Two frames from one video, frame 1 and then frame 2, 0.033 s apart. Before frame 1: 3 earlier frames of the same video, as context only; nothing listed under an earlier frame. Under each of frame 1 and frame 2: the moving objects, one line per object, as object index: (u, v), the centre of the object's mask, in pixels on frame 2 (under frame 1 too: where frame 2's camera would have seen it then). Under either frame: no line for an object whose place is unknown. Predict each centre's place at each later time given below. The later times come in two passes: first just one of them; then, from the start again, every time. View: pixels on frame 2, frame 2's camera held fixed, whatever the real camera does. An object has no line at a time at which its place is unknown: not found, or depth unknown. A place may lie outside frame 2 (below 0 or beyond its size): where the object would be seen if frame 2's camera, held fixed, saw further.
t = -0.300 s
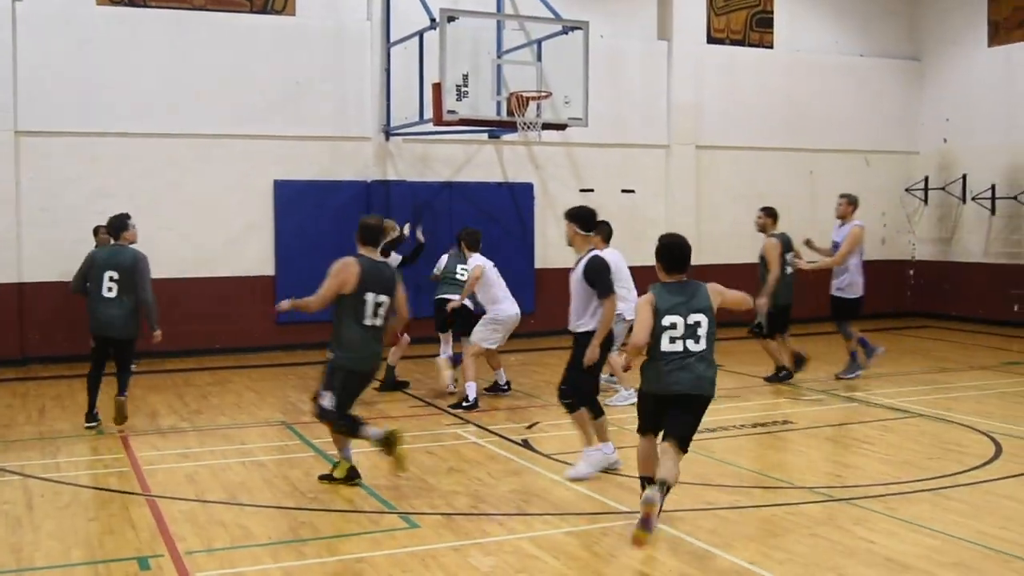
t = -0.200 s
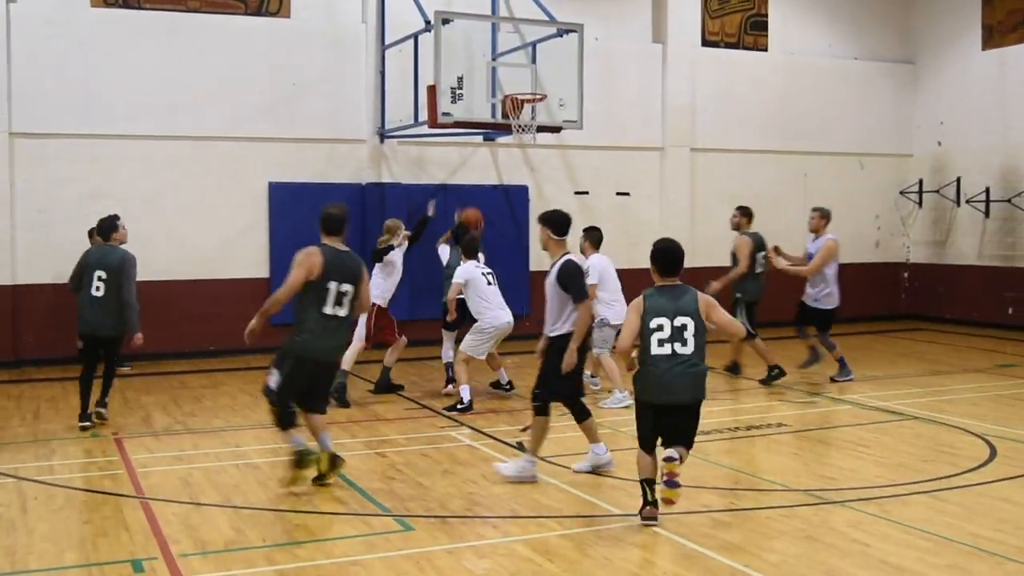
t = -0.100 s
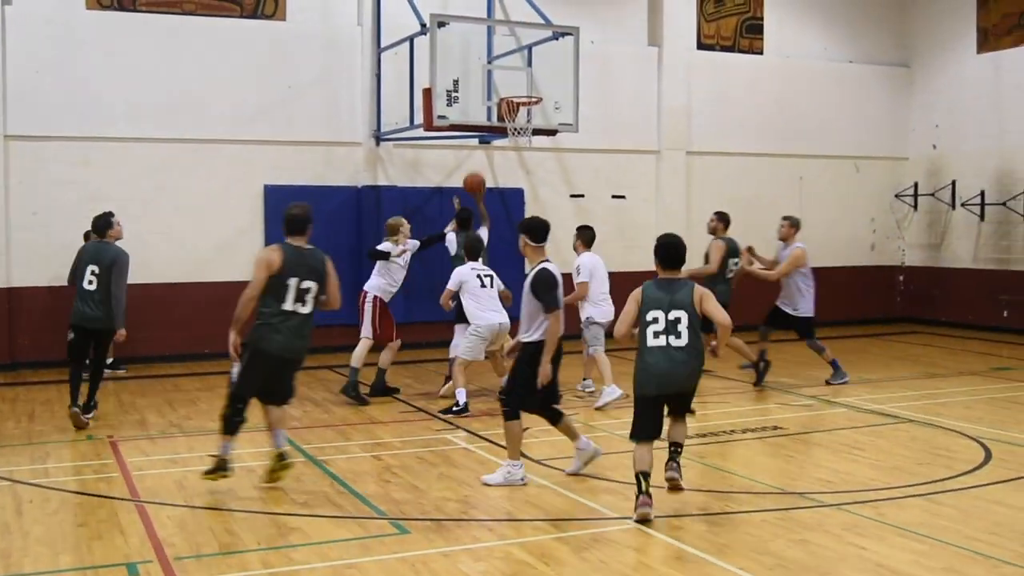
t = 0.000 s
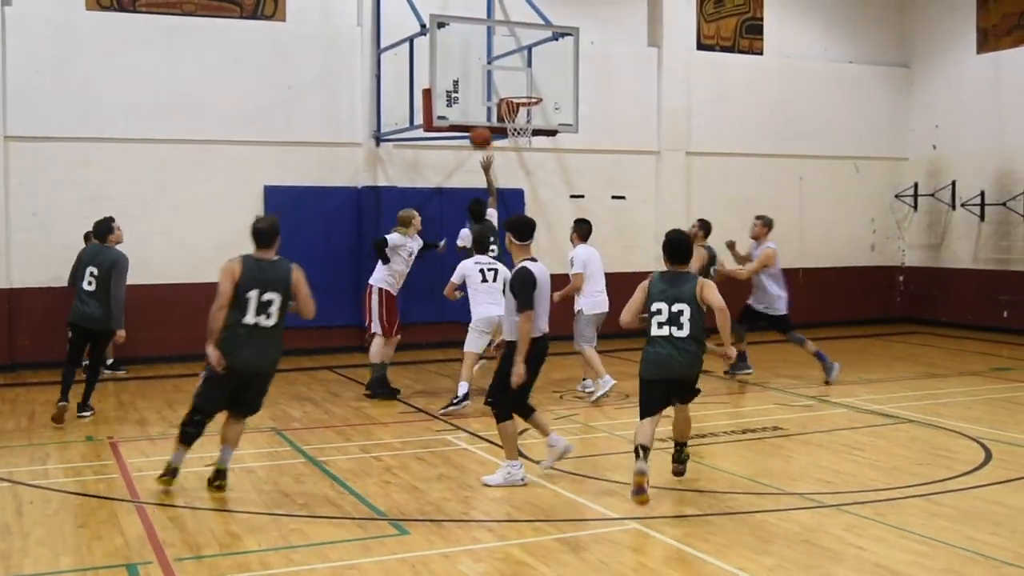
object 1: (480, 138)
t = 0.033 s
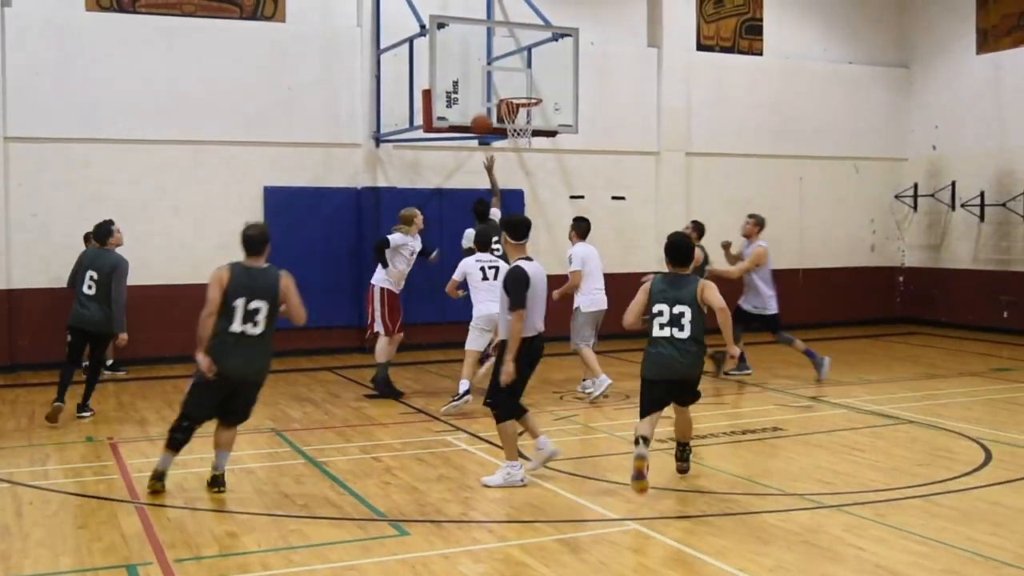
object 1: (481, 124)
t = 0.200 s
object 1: (491, 73)
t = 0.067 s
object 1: (483, 112)
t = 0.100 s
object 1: (485, 101)
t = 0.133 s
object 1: (487, 90)
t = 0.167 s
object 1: (489, 81)
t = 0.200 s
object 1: (491, 73)
